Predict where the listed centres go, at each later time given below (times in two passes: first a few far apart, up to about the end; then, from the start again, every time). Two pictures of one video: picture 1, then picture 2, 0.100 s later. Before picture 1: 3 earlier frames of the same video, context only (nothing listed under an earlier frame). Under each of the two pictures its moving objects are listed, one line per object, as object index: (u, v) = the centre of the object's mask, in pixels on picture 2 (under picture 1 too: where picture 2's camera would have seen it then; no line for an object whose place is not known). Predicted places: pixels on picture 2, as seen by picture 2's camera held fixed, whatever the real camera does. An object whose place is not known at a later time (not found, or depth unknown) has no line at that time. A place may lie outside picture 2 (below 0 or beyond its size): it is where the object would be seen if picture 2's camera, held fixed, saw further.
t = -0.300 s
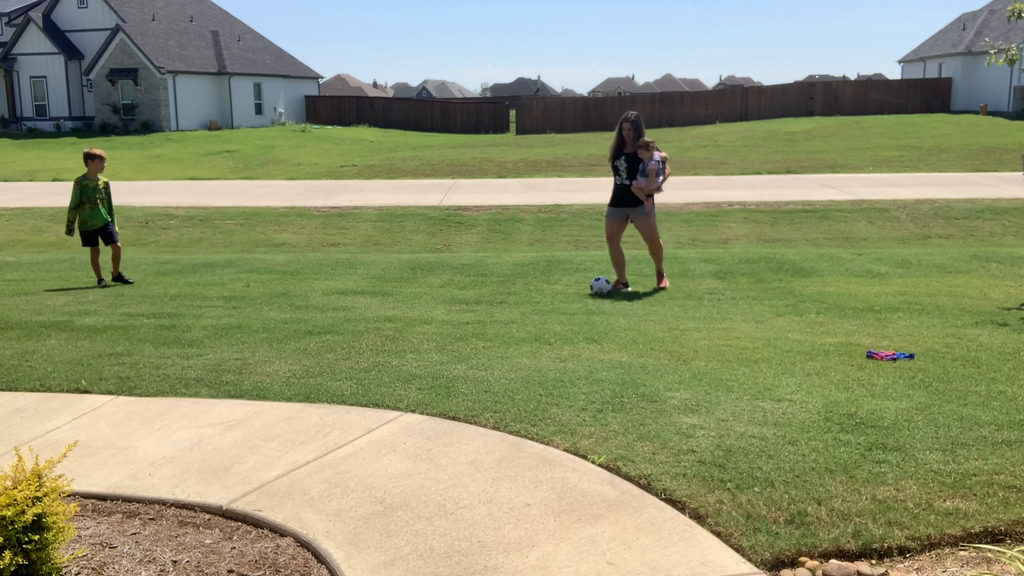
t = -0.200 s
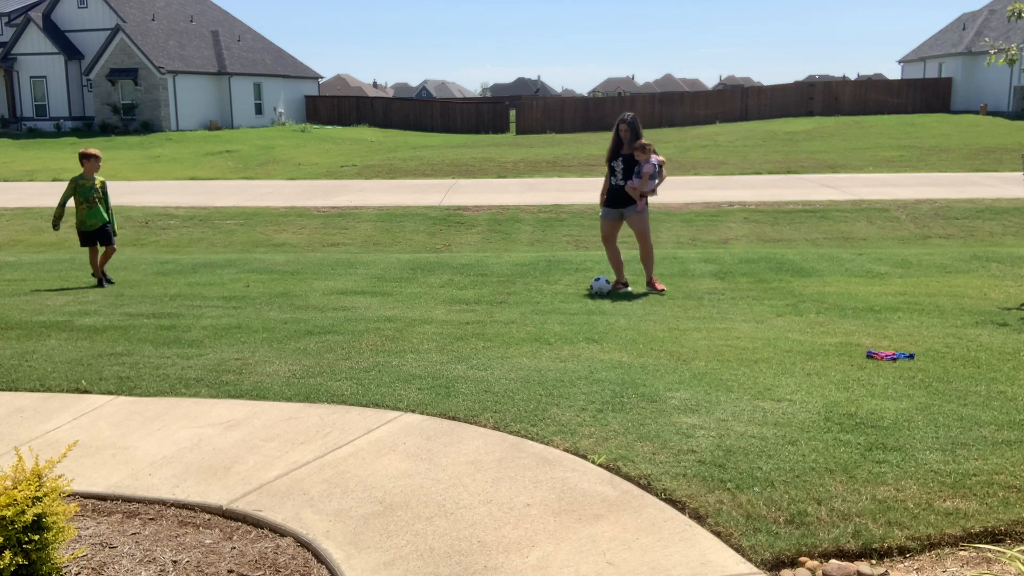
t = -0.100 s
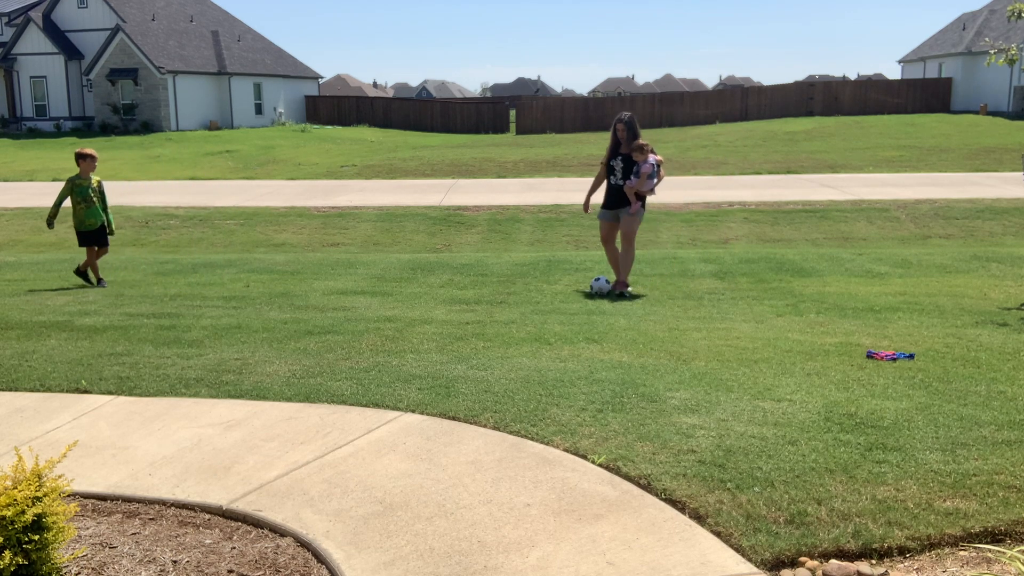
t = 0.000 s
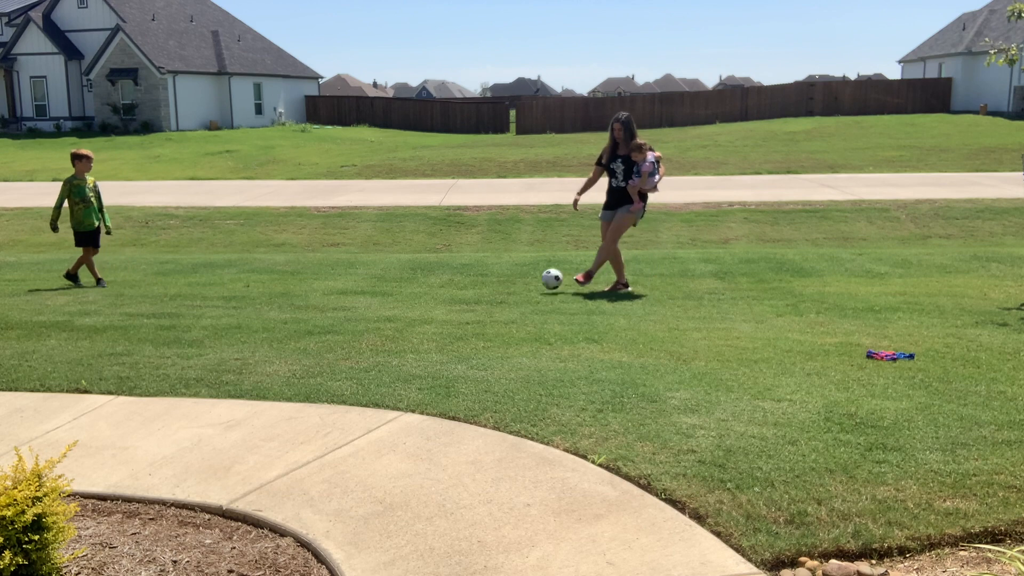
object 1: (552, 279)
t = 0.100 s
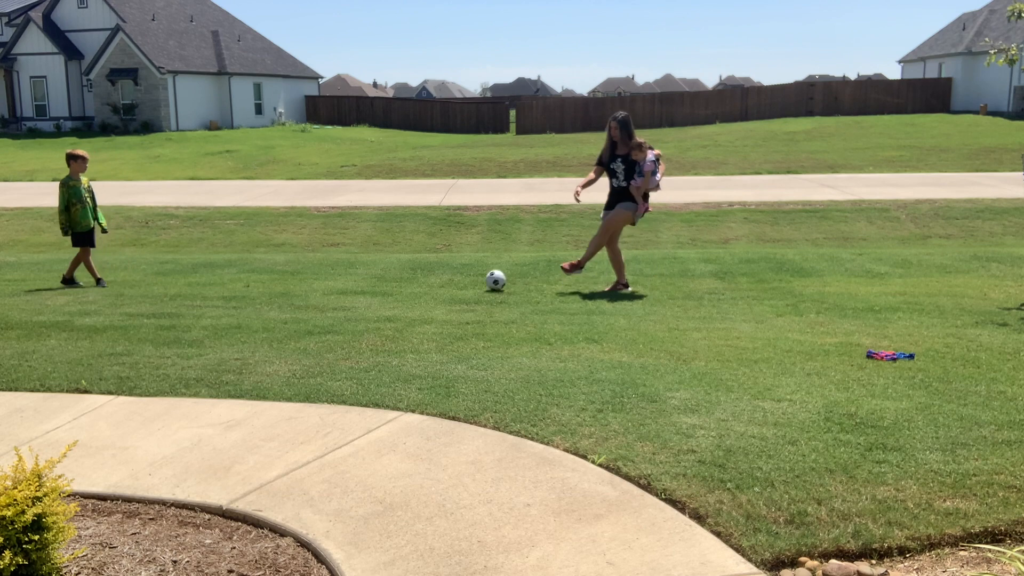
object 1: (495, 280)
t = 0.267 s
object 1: (419, 279)
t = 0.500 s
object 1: (344, 275)
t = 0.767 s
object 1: (281, 274)
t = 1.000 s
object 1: (235, 272)
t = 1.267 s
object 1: (190, 270)
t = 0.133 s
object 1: (478, 282)
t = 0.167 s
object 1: (462, 281)
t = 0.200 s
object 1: (447, 280)
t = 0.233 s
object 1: (433, 280)
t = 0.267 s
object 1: (419, 279)
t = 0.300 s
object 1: (407, 279)
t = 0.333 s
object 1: (395, 278)
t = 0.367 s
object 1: (383, 277)
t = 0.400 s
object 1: (372, 277)
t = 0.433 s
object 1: (361, 277)
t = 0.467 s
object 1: (352, 277)
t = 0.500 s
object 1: (344, 275)
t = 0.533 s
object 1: (335, 274)
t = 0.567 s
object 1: (327, 275)
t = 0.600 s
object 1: (318, 275)
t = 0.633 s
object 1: (310, 276)
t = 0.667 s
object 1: (302, 275)
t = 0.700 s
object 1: (295, 274)
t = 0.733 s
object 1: (288, 274)
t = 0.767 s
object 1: (281, 274)
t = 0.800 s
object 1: (274, 274)
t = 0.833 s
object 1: (267, 273)
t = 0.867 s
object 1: (260, 272)
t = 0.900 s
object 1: (254, 272)
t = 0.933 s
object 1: (247, 271)
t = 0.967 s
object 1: (241, 272)
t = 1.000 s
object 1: (235, 272)
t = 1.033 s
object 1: (229, 272)
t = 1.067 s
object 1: (223, 271)
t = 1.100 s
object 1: (217, 271)
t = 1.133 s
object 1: (211, 270)
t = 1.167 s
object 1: (206, 270)
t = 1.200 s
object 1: (200, 270)
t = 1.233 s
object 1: (195, 270)
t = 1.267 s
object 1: (190, 270)
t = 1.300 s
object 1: (184, 269)
